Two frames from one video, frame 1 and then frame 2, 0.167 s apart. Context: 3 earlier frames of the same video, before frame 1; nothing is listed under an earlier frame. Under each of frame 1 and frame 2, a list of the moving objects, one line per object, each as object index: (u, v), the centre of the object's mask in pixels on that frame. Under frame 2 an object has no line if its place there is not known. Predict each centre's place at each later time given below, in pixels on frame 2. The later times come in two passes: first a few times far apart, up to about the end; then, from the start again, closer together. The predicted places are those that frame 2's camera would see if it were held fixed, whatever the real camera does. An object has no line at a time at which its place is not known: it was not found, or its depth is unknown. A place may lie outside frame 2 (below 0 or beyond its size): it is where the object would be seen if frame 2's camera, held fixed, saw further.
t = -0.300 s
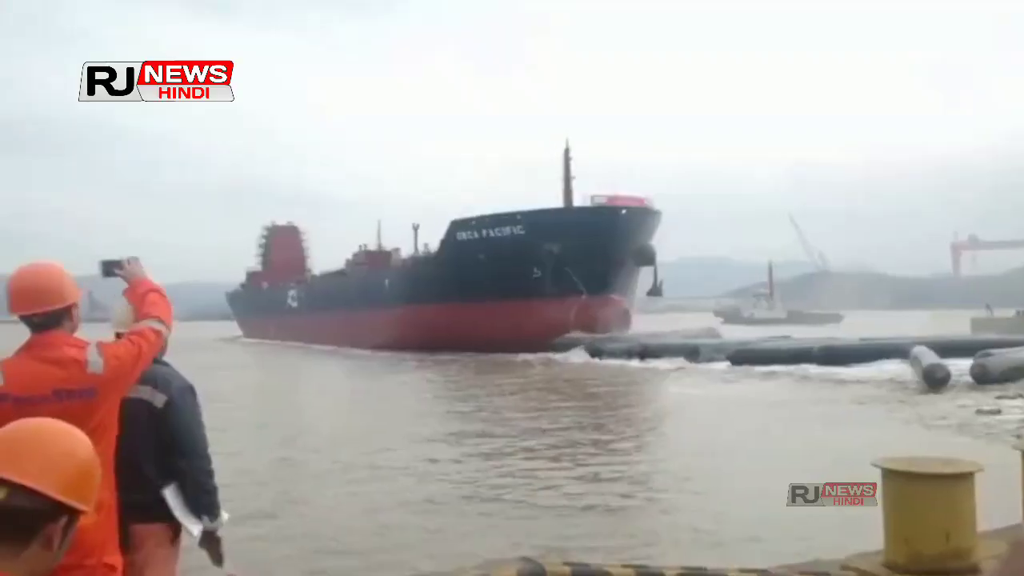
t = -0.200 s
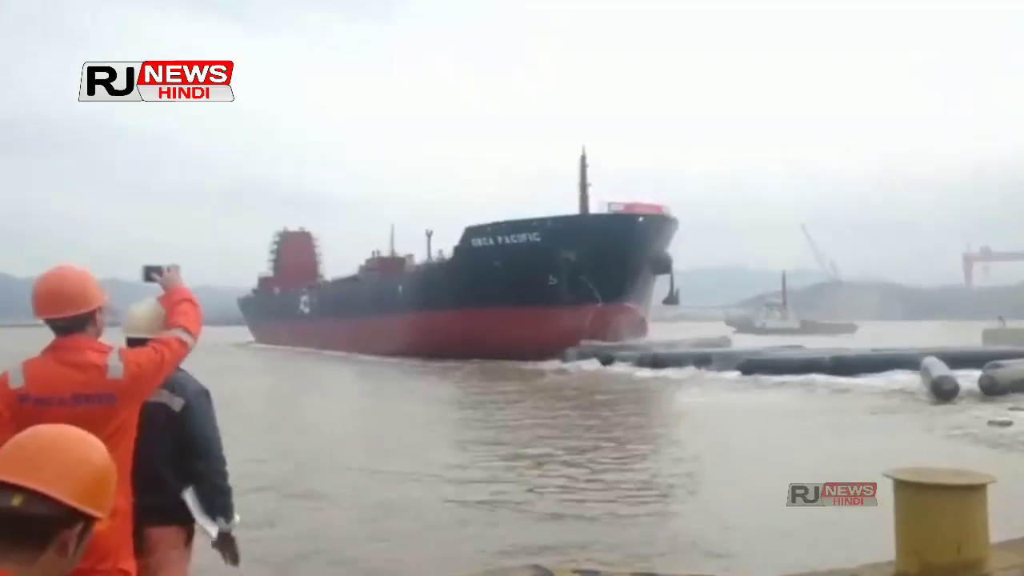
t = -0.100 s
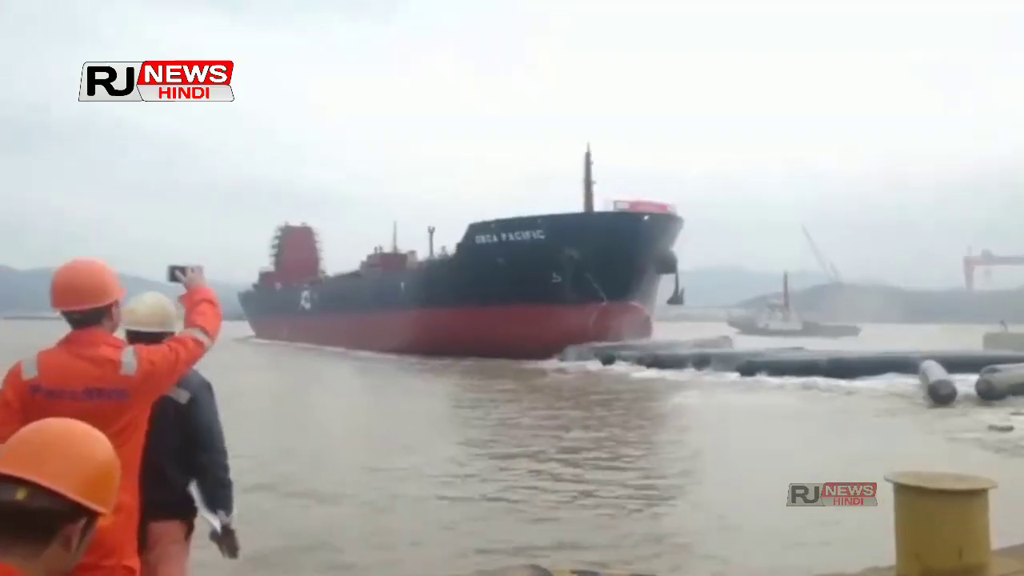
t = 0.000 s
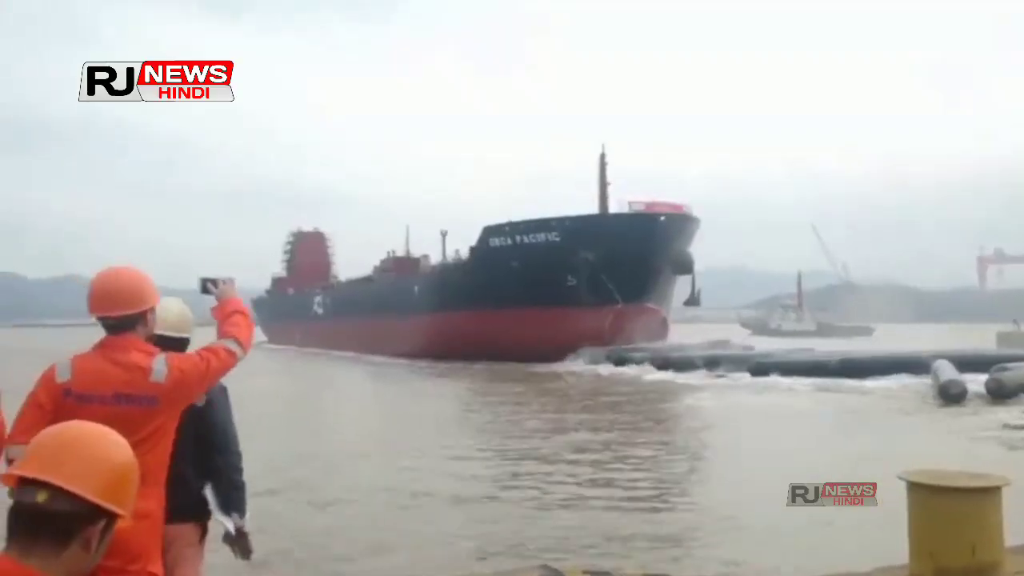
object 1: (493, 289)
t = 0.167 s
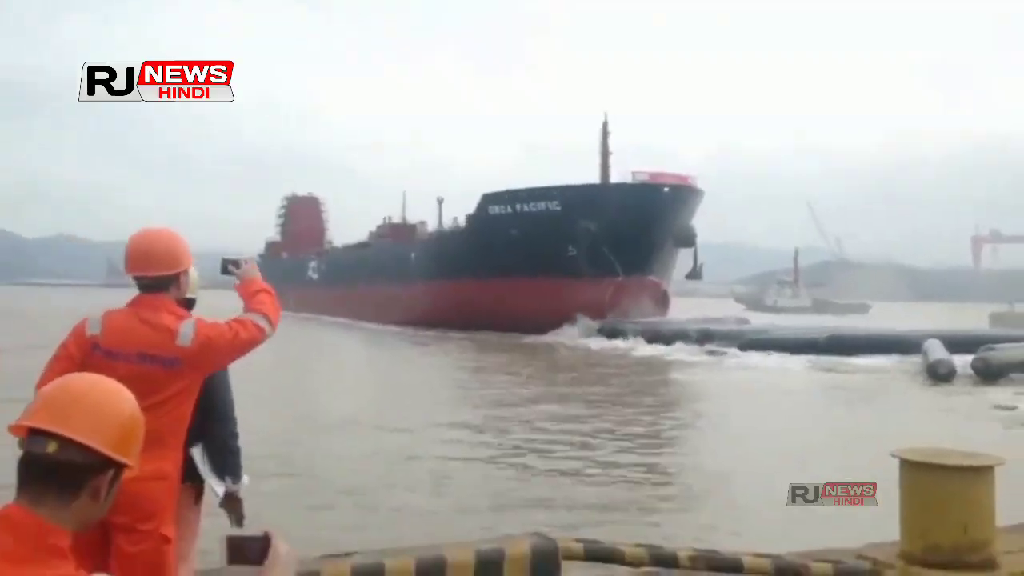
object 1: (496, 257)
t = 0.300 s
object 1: (496, 257)
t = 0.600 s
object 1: (487, 255)
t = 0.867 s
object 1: (495, 256)
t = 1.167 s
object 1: (502, 253)
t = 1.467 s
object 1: (515, 253)
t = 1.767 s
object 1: (528, 251)
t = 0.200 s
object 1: (496, 257)
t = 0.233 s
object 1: (496, 257)
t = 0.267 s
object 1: (496, 257)
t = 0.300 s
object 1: (496, 257)
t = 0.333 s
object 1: (495, 257)
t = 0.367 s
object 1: (493, 258)
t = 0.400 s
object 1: (492, 258)
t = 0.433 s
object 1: (490, 256)
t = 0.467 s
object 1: (489, 256)
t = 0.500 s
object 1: (489, 255)
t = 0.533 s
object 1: (489, 256)
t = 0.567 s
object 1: (487, 255)
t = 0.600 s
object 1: (487, 255)
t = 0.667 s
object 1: (487, 255)
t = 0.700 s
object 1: (489, 255)
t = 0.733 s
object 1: (490, 255)
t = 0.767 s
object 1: (491, 256)
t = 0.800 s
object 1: (492, 256)
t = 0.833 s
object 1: (494, 256)
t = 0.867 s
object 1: (495, 256)
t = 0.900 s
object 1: (497, 255)
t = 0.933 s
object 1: (496, 255)
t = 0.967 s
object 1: (497, 253)
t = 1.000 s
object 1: (496, 253)
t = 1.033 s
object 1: (496, 253)
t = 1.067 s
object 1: (498, 253)
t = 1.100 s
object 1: (499, 253)
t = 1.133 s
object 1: (500, 253)
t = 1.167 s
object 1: (502, 253)
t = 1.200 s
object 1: (503, 253)
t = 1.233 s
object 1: (505, 253)
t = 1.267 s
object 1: (506, 253)
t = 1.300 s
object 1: (508, 253)
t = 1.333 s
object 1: (508, 254)
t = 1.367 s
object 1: (510, 253)
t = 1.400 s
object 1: (512, 253)
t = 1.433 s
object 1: (513, 253)
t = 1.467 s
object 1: (515, 253)
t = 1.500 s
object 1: (515, 253)
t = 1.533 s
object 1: (517, 253)
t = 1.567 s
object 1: (517, 252)
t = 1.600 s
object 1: (519, 252)
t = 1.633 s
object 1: (521, 252)
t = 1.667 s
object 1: (523, 252)
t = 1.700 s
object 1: (525, 251)
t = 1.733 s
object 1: (527, 251)
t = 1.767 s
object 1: (528, 251)
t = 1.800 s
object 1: (528, 251)
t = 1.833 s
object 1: (530, 251)
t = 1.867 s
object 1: (531, 251)
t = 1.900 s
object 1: (533, 251)
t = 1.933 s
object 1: (535, 250)
